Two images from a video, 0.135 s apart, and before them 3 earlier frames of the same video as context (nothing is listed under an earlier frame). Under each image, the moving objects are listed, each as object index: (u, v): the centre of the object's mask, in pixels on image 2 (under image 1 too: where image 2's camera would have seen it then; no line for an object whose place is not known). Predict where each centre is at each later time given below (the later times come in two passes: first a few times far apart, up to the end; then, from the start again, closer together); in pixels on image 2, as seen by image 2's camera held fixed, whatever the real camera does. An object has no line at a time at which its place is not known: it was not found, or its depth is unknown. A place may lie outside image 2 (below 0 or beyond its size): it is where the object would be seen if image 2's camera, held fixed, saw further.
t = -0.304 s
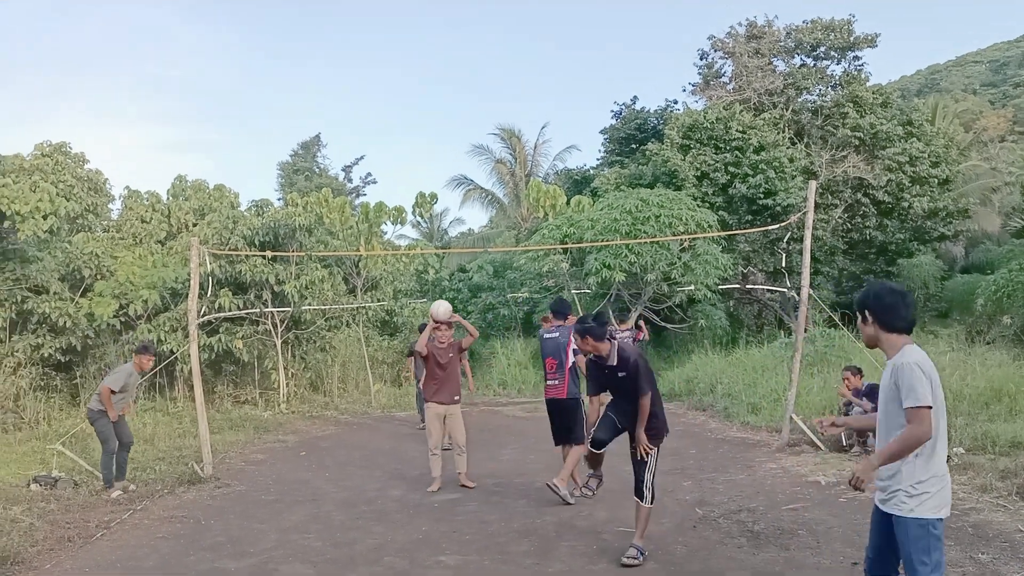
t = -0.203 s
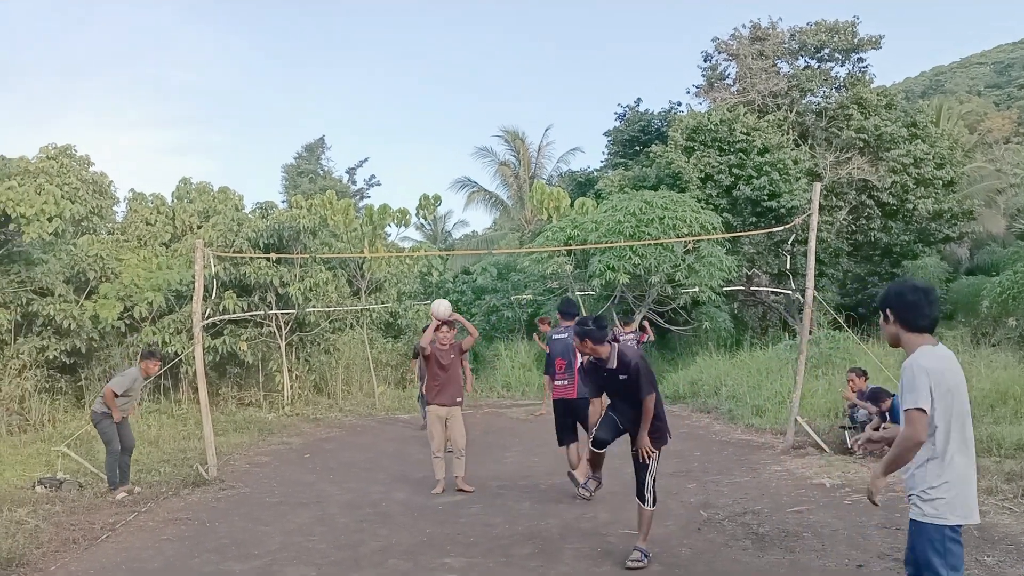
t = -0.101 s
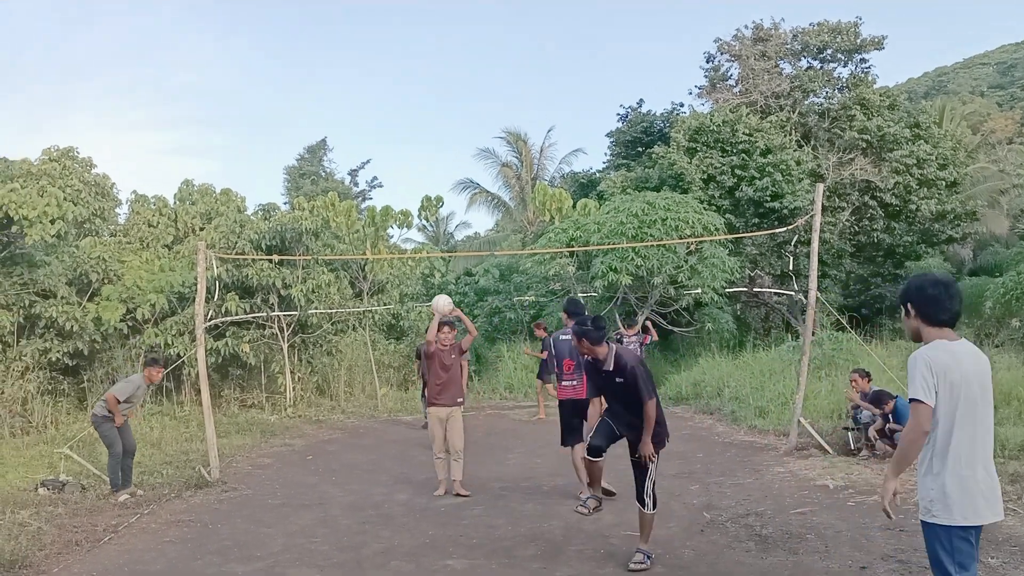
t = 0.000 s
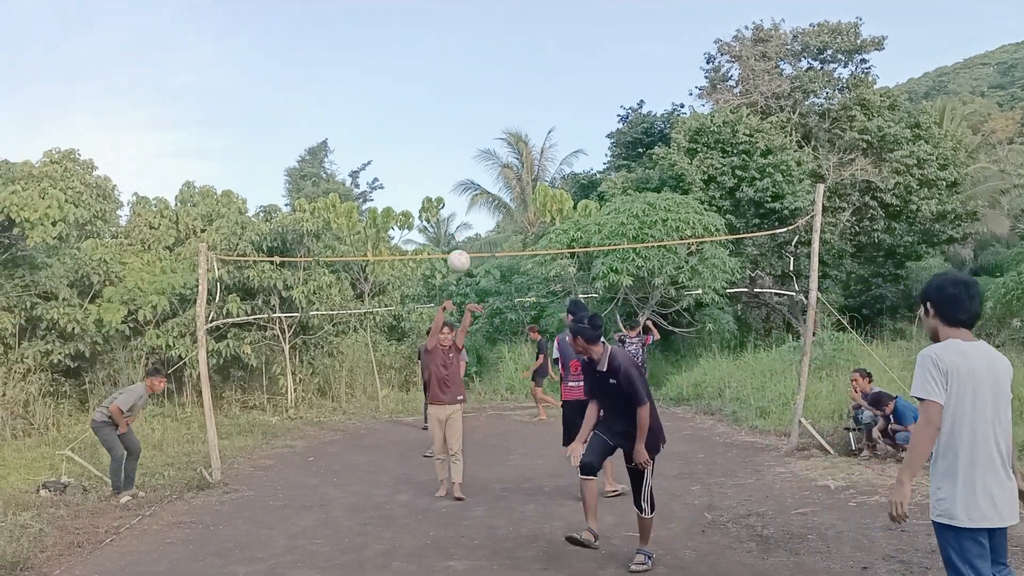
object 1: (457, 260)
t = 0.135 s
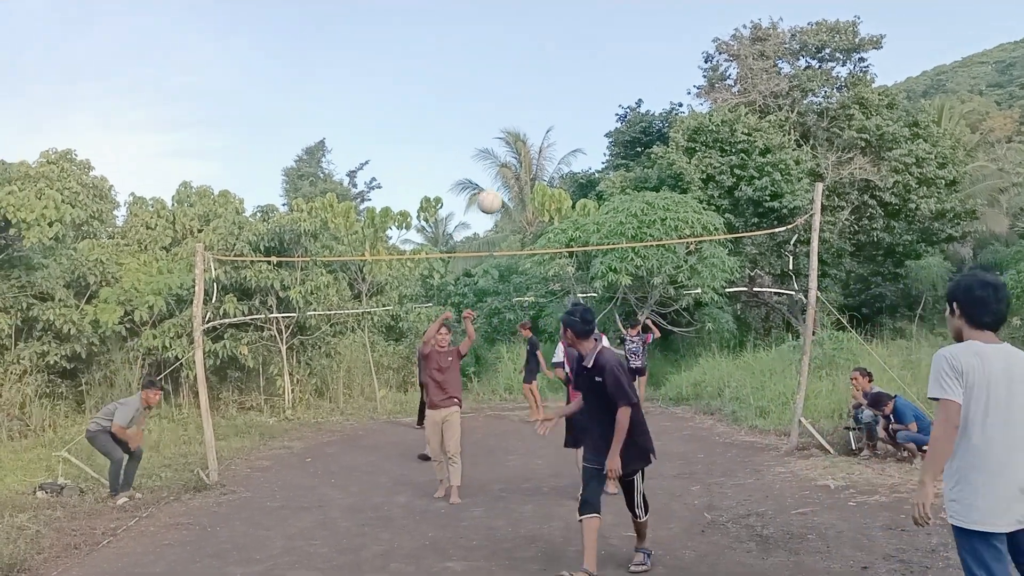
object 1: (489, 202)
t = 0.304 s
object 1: (542, 145)
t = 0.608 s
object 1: (691, 123)
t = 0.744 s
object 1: (798, 172)
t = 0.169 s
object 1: (499, 188)
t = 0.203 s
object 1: (508, 176)
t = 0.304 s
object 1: (542, 145)
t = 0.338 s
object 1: (555, 137)
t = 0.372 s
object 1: (569, 129)
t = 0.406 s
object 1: (583, 123)
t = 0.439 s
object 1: (598, 118)
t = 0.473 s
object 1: (614, 115)
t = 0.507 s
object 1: (631, 114)
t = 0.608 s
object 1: (691, 123)
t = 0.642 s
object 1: (715, 130)
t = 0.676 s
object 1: (740, 141)
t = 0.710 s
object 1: (768, 155)
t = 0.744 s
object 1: (798, 172)
